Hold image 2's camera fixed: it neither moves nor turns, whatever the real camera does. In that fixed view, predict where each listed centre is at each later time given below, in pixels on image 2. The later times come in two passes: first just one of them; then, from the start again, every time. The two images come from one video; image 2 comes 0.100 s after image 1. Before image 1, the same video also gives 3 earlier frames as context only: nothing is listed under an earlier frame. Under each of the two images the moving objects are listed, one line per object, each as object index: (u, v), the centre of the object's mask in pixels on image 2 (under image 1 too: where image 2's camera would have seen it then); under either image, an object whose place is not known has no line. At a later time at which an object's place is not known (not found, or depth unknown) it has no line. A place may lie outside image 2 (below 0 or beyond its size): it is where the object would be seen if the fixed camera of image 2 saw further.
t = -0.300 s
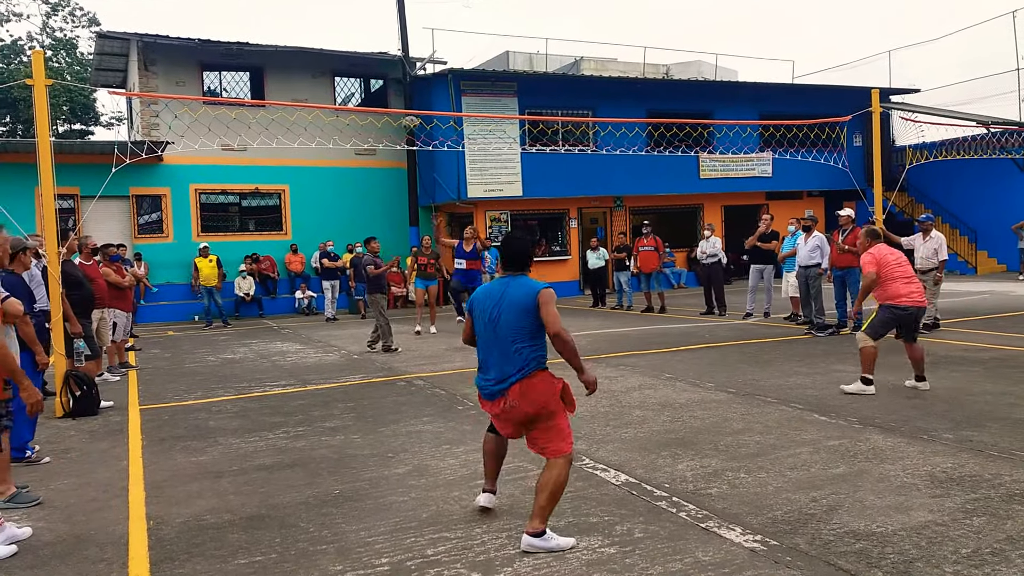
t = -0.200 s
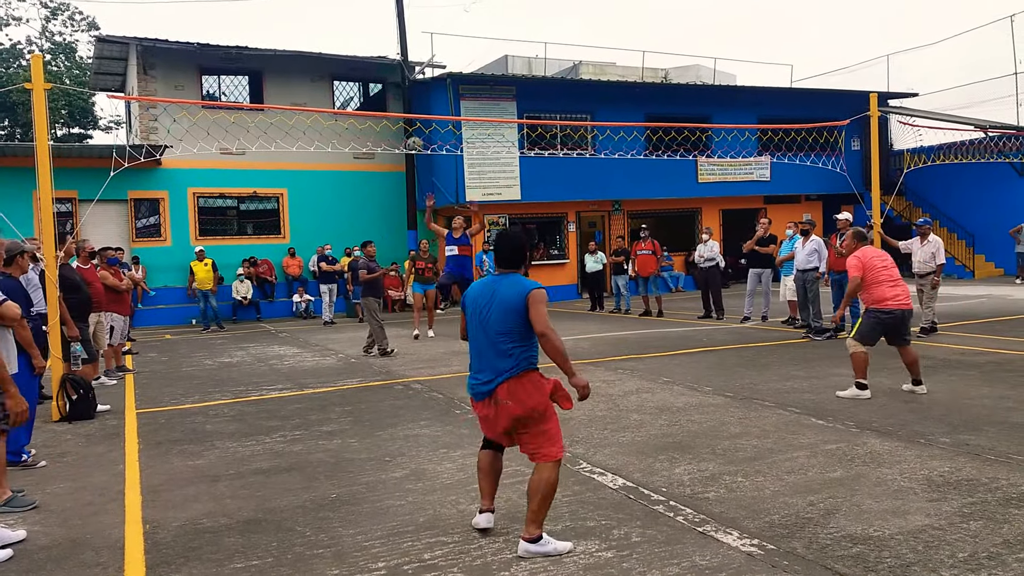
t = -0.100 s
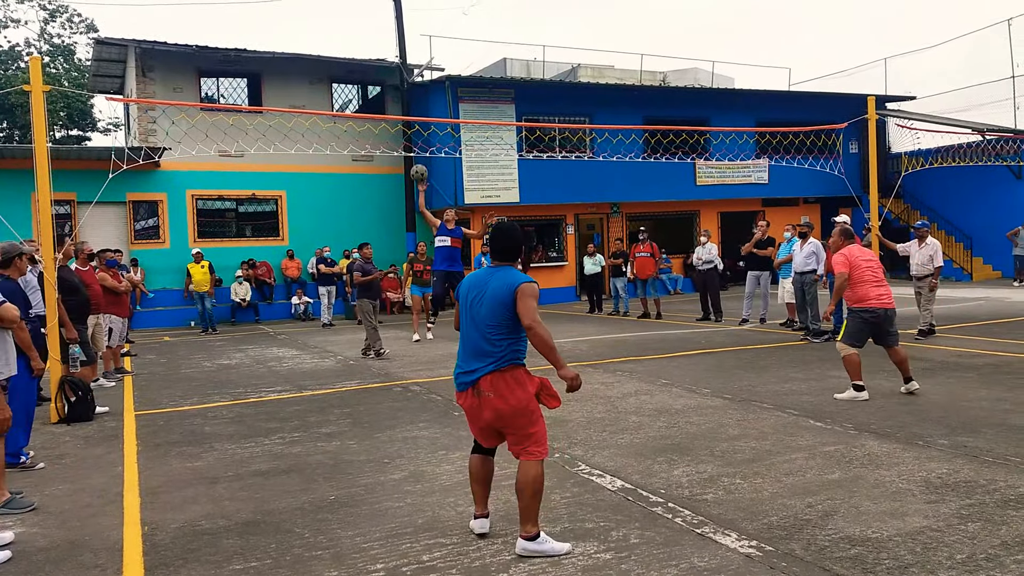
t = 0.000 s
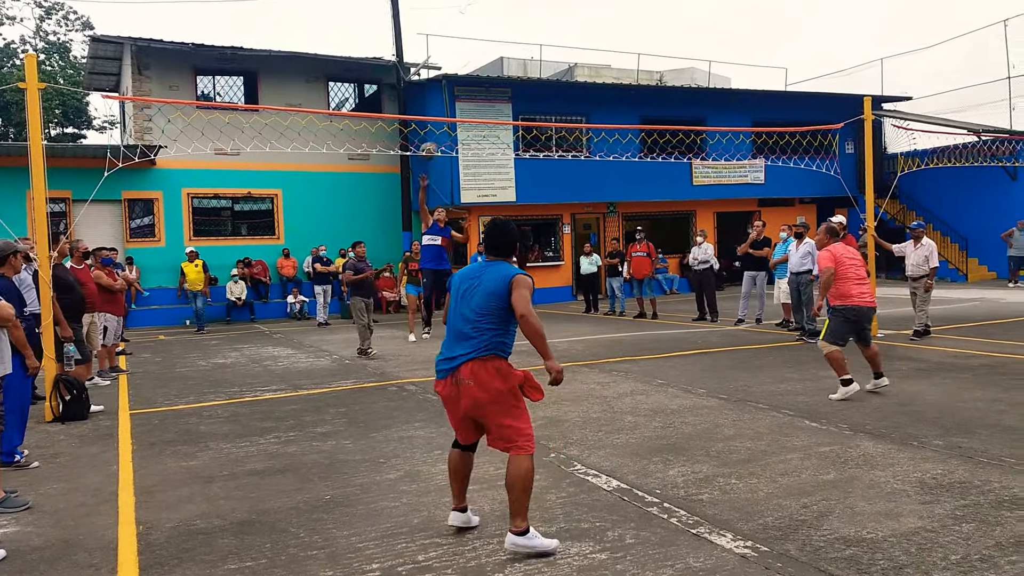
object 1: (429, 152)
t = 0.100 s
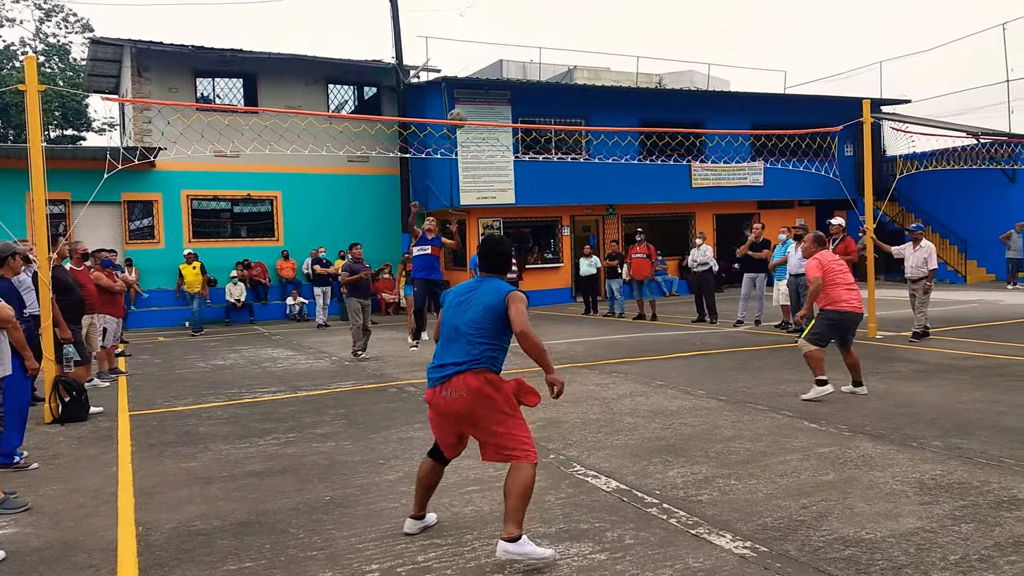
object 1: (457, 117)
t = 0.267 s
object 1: (521, 67)
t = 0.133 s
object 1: (469, 108)
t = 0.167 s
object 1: (480, 97)
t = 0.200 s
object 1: (493, 86)
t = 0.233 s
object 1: (507, 76)
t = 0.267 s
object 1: (521, 67)
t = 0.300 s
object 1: (537, 58)
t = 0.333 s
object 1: (555, 48)
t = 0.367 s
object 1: (574, 39)
